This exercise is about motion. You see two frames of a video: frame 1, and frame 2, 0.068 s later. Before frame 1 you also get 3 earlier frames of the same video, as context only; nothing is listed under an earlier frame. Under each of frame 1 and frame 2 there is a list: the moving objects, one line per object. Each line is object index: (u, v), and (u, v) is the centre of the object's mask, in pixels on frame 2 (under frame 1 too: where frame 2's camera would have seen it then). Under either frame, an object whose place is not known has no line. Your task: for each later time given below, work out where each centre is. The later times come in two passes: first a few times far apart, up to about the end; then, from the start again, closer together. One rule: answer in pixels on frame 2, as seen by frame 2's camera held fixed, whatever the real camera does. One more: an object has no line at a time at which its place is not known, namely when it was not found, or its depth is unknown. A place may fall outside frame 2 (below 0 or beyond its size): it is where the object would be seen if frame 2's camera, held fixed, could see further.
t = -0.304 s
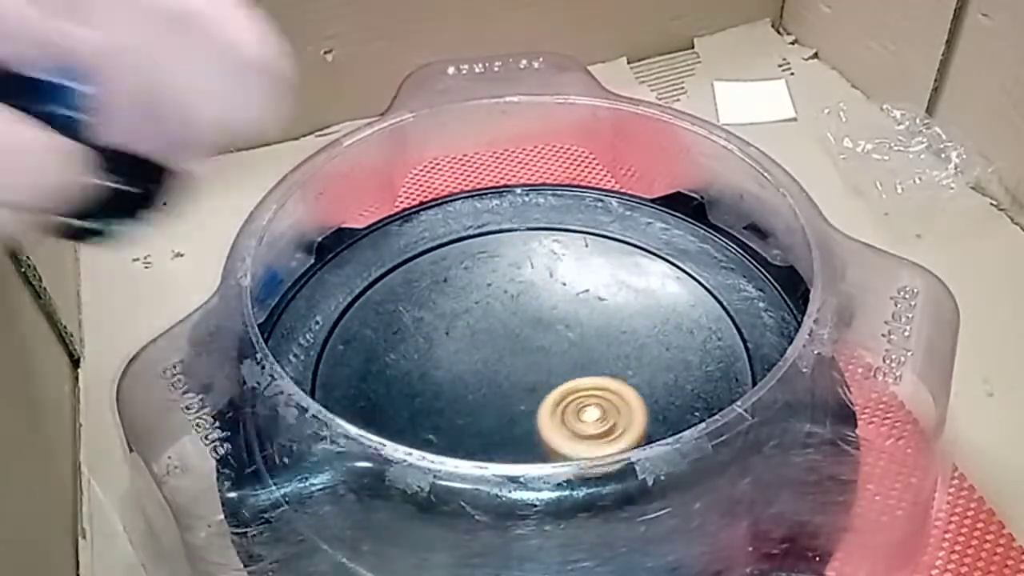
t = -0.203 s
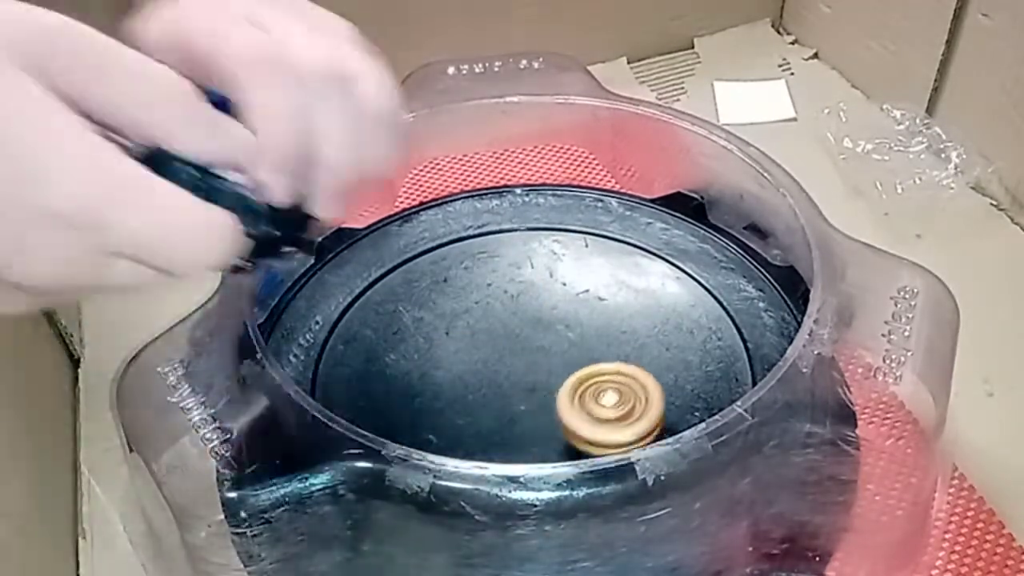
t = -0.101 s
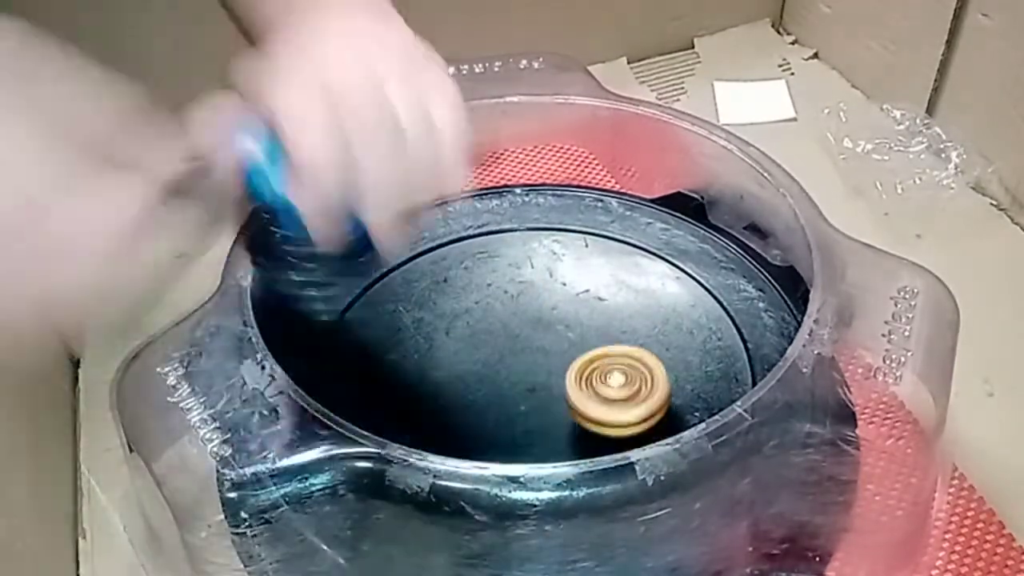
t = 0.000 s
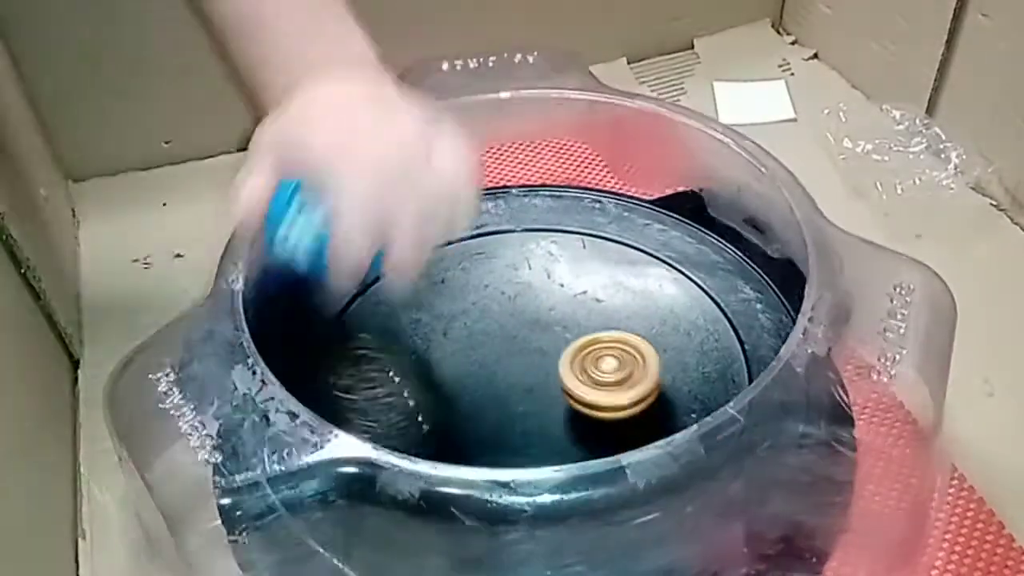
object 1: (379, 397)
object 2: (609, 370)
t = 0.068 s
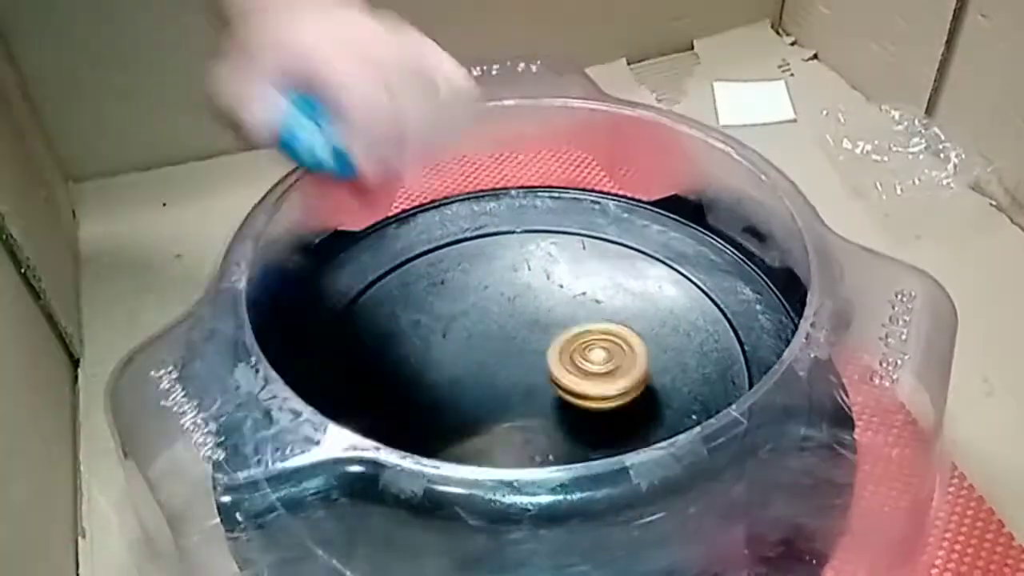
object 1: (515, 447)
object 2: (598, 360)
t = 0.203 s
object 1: (728, 363)
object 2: (564, 320)
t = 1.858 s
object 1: (424, 226)
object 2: (394, 301)
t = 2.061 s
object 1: (524, 349)
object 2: (394, 389)
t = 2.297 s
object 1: (644, 415)
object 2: (502, 421)
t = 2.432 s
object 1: (661, 400)
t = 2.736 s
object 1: (648, 287)
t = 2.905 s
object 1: (596, 230)
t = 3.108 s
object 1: (465, 259)
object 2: (480, 341)
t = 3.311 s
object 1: (408, 329)
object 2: (508, 385)
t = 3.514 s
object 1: (459, 410)
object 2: (581, 390)
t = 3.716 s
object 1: (523, 404)
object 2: (653, 352)
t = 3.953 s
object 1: (532, 333)
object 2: (654, 310)
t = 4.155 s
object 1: (497, 308)
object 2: (623, 299)
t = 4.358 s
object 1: (468, 351)
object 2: (580, 313)
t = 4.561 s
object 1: (473, 412)
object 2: (564, 340)
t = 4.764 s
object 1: (535, 435)
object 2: (560, 349)
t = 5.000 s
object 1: (587, 426)
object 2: (541, 358)
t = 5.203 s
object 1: (597, 414)
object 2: (519, 354)
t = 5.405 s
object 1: (596, 399)
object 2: (490, 352)
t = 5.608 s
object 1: (577, 400)
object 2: (469, 355)
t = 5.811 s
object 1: (555, 396)
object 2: (454, 353)
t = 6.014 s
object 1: (558, 398)
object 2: (443, 348)
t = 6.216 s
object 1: (545, 387)
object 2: (438, 345)
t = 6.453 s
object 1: (562, 368)
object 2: (443, 344)
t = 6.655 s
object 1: (585, 364)
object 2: (460, 340)
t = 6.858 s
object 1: (575, 384)
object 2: (480, 332)
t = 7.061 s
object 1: (573, 391)
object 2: (503, 324)
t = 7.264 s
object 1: (577, 388)
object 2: (523, 315)
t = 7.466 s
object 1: (584, 408)
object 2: (534, 300)
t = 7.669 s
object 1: (591, 406)
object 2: (544, 299)
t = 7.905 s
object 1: (559, 391)
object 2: (554, 299)
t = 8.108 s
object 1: (534, 413)
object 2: (558, 310)
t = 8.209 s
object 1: (529, 414)
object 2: (560, 319)
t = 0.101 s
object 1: (574, 431)
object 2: (591, 356)
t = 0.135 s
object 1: (627, 415)
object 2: (583, 345)
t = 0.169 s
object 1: (684, 390)
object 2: (575, 332)
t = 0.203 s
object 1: (728, 363)
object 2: (564, 320)
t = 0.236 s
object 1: (756, 331)
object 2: (553, 316)
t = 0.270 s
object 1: (768, 313)
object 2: (542, 315)
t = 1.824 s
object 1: (421, 213)
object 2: (406, 287)
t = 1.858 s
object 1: (424, 226)
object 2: (394, 301)
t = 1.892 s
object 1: (431, 244)
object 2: (386, 315)
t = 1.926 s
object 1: (444, 268)
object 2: (381, 331)
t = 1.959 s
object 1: (463, 287)
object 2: (375, 350)
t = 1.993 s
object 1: (484, 306)
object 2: (377, 366)
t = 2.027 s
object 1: (505, 328)
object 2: (384, 378)
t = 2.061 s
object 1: (524, 349)
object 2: (394, 389)
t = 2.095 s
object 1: (545, 370)
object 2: (405, 398)
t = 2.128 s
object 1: (567, 389)
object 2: (418, 407)
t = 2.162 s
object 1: (587, 405)
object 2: (433, 412)
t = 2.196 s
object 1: (605, 412)
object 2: (450, 417)
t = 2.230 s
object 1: (621, 415)
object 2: (467, 420)
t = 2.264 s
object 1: (633, 416)
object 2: (485, 421)
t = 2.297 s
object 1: (644, 415)
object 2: (502, 421)
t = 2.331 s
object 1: (649, 413)
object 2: (518, 418)
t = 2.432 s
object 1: (661, 400)
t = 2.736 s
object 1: (648, 287)
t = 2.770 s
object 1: (637, 271)
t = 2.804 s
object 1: (632, 256)
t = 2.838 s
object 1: (625, 244)
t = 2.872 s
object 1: (612, 236)
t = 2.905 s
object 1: (596, 230)
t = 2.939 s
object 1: (575, 228)
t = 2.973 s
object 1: (552, 233)
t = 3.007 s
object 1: (527, 241)
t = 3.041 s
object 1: (504, 244)
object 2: (491, 326)
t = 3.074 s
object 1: (484, 249)
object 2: (484, 335)
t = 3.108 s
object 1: (465, 259)
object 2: (480, 341)
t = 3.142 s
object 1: (449, 269)
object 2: (480, 347)
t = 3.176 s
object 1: (432, 273)
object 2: (483, 361)
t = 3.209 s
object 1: (419, 282)
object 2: (489, 372)
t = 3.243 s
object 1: (411, 295)
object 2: (496, 379)
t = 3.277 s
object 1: (407, 309)
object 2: (502, 383)
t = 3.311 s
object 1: (408, 329)
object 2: (508, 385)
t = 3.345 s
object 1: (417, 354)
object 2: (515, 386)
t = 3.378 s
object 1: (420, 369)
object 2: (527, 390)
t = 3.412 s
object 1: (428, 383)
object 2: (540, 393)
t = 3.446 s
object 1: (439, 395)
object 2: (552, 393)
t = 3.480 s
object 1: (449, 404)
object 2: (567, 392)
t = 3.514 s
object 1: (459, 410)
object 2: (581, 390)
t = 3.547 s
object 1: (475, 413)
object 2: (593, 387)
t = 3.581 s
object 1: (494, 415)
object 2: (604, 383)
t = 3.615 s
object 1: (509, 412)
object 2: (615, 378)
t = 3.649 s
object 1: (514, 413)
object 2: (634, 369)
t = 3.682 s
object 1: (518, 407)
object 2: (645, 360)
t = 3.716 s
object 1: (523, 404)
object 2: (653, 352)
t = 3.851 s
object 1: (535, 363)
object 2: (660, 321)
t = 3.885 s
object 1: (535, 354)
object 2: (659, 316)
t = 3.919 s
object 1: (534, 343)
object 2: (656, 313)
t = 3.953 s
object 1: (532, 333)
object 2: (654, 310)
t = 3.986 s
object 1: (528, 325)
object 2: (650, 306)
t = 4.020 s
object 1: (523, 319)
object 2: (646, 305)
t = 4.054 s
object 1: (517, 314)
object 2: (641, 302)
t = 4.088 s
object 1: (510, 310)
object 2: (636, 301)
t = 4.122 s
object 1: (504, 308)
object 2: (629, 299)
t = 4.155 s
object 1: (497, 308)
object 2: (623, 299)
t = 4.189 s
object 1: (491, 310)
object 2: (615, 299)
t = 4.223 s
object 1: (484, 314)
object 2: (608, 300)
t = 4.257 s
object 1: (478, 321)
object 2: (600, 302)
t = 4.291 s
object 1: (472, 330)
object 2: (593, 305)
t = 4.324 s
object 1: (469, 340)
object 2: (586, 310)
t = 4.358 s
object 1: (468, 351)
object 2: (580, 313)
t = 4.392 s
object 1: (468, 360)
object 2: (573, 319)
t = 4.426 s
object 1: (474, 368)
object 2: (567, 325)
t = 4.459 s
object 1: (473, 381)
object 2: (568, 327)
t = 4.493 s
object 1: (472, 390)
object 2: (568, 331)
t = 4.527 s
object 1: (470, 404)
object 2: (566, 336)
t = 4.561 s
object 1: (473, 412)
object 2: (564, 340)
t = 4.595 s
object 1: (480, 418)
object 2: (562, 344)
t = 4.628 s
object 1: (493, 421)
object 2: (560, 348)
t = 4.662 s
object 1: (509, 424)
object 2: (559, 352)
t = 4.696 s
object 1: (519, 426)
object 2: (558, 352)
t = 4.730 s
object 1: (528, 433)
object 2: (561, 349)
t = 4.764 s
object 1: (535, 435)
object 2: (560, 349)
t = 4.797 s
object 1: (545, 436)
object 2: (558, 351)
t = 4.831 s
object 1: (553, 435)
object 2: (555, 355)
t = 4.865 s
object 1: (564, 432)
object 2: (552, 358)
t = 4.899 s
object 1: (571, 428)
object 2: (549, 360)
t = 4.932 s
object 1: (577, 429)
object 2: (546, 356)
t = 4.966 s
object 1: (583, 428)
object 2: (543, 357)
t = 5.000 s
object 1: (587, 426)
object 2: (541, 358)
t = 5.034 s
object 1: (589, 423)
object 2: (538, 358)
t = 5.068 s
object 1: (591, 423)
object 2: (534, 355)
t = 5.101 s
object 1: (593, 421)
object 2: (531, 355)
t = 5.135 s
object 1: (594, 419)
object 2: (528, 356)
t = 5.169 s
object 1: (594, 416)
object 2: (524, 356)
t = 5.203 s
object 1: (597, 414)
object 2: (519, 354)
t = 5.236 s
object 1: (599, 412)
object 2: (515, 353)
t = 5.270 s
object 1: (600, 408)
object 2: (510, 354)
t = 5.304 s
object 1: (600, 408)
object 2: (506, 354)
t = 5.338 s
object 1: (597, 404)
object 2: (502, 355)
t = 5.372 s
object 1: (593, 400)
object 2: (497, 354)
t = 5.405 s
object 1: (596, 399)
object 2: (490, 352)
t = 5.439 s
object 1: (596, 400)
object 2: (485, 352)
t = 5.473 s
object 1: (594, 400)
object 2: (481, 352)
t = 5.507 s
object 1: (591, 401)
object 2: (477, 353)
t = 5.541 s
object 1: (587, 401)
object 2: (474, 354)
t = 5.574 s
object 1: (582, 402)
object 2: (471, 354)
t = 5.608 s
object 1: (577, 400)
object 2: (469, 355)
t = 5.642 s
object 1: (571, 400)
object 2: (467, 355)
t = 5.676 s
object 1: (564, 399)
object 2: (464, 356)
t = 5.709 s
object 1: (560, 398)
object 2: (462, 355)
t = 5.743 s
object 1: (557, 397)
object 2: (459, 355)
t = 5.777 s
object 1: (555, 397)
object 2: (457, 354)
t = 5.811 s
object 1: (555, 396)
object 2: (454, 353)
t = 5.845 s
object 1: (559, 398)
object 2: (450, 351)
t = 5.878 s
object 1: (562, 399)
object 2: (448, 350)
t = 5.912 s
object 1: (562, 399)
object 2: (446, 349)
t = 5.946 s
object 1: (562, 400)
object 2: (445, 349)
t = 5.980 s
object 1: (561, 399)
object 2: (444, 349)
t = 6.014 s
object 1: (558, 398)
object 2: (443, 348)
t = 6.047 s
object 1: (555, 397)
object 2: (442, 348)
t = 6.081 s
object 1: (550, 394)
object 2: (443, 349)
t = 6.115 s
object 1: (545, 391)
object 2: (443, 349)
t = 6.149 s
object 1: (541, 389)
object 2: (442, 348)
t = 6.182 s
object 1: (543, 388)
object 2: (440, 345)
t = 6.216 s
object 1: (545, 387)
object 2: (438, 345)
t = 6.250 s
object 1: (546, 384)
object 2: (438, 345)
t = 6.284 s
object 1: (546, 382)
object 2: (437, 345)
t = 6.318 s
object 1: (547, 379)
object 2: (437, 345)
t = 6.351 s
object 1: (547, 375)
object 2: (439, 345)
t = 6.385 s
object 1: (548, 371)
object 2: (441, 346)
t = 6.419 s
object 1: (555, 369)
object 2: (441, 344)
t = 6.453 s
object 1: (562, 368)
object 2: (443, 344)
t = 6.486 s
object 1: (569, 366)
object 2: (445, 344)
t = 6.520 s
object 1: (574, 365)
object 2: (448, 343)
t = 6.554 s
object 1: (578, 363)
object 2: (451, 342)
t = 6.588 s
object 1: (582, 362)
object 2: (454, 341)
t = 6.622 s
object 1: (584, 363)
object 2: (457, 340)
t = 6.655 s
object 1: (585, 364)
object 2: (460, 340)
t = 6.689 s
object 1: (584, 365)
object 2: (463, 339)
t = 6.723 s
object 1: (582, 367)
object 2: (467, 338)
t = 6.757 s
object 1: (579, 370)
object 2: (471, 338)
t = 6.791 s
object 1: (575, 373)
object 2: (475, 338)
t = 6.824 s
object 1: (574, 376)
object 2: (477, 335)
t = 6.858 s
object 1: (575, 384)
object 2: (480, 332)
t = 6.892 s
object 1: (576, 388)
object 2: (484, 331)
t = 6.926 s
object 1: (576, 390)
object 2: (488, 330)
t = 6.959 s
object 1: (576, 390)
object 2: (492, 329)
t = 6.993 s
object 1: (575, 390)
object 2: (496, 329)
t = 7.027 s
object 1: (573, 389)
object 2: (500, 328)
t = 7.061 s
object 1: (573, 391)
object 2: (503, 324)
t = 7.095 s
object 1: (575, 392)
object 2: (507, 323)
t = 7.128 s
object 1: (576, 393)
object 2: (510, 321)
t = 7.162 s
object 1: (578, 393)
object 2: (514, 319)
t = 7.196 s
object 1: (579, 392)
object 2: (517, 318)
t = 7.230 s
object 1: (578, 391)
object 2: (520, 317)
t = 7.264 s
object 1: (577, 388)
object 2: (523, 315)
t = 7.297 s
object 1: (575, 386)
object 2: (525, 314)
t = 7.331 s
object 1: (575, 388)
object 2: (527, 311)
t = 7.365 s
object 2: (529, 306)
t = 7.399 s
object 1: (579, 401)
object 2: (531, 303)
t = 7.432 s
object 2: (532, 301)
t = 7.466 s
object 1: (584, 408)
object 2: (534, 300)
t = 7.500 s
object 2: (536, 299)
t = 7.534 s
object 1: (592, 411)
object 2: (538, 298)
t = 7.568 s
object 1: (594, 411)
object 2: (539, 298)
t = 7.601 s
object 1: (594, 410)
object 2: (541, 298)
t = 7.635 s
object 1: (594, 408)
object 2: (542, 298)
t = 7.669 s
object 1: (591, 406)
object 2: (544, 299)
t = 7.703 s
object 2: (545, 299)
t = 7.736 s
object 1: (583, 395)
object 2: (547, 299)
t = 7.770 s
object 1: (578, 389)
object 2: (548, 300)
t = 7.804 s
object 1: (574, 385)
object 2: (550, 301)
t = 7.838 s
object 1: (569, 384)
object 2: (551, 301)
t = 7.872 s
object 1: (564, 388)
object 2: (553, 299)
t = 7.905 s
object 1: (559, 391)
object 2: (554, 299)
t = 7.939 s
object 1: (553, 396)
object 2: (555, 299)
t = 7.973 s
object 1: (549, 401)
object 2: (556, 300)
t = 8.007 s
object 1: (545, 405)
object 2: (557, 301)
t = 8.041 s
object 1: (540, 408)
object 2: (558, 304)
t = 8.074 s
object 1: (537, 411)
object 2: (558, 306)
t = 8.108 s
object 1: (534, 413)
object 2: (558, 310)
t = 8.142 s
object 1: (532, 414)
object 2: (559, 313)
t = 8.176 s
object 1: (530, 415)
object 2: (559, 316)
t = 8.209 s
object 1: (529, 414)
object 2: (560, 319)
